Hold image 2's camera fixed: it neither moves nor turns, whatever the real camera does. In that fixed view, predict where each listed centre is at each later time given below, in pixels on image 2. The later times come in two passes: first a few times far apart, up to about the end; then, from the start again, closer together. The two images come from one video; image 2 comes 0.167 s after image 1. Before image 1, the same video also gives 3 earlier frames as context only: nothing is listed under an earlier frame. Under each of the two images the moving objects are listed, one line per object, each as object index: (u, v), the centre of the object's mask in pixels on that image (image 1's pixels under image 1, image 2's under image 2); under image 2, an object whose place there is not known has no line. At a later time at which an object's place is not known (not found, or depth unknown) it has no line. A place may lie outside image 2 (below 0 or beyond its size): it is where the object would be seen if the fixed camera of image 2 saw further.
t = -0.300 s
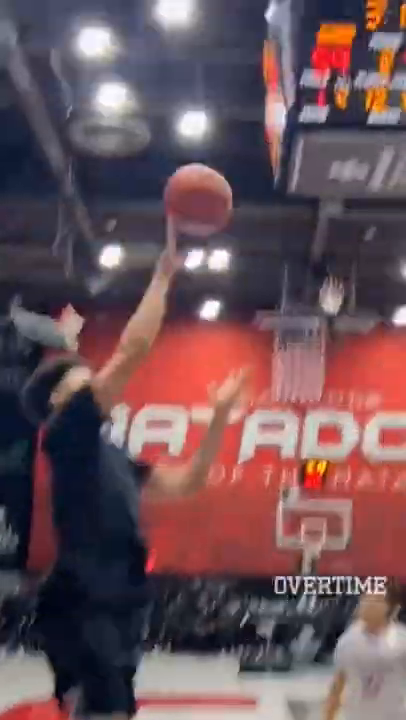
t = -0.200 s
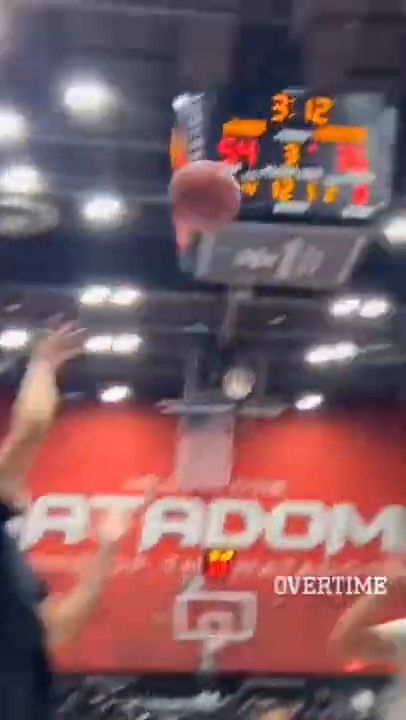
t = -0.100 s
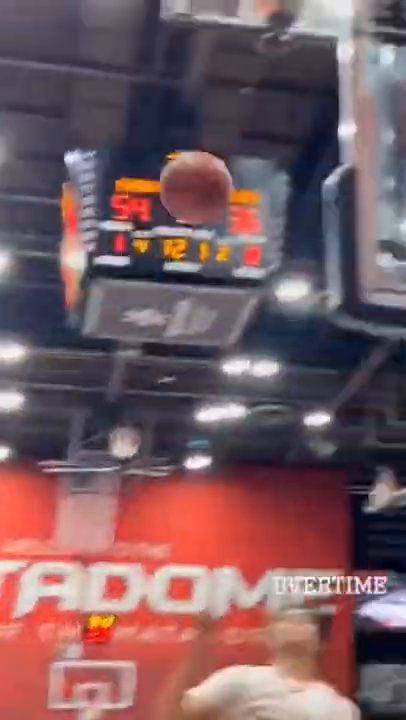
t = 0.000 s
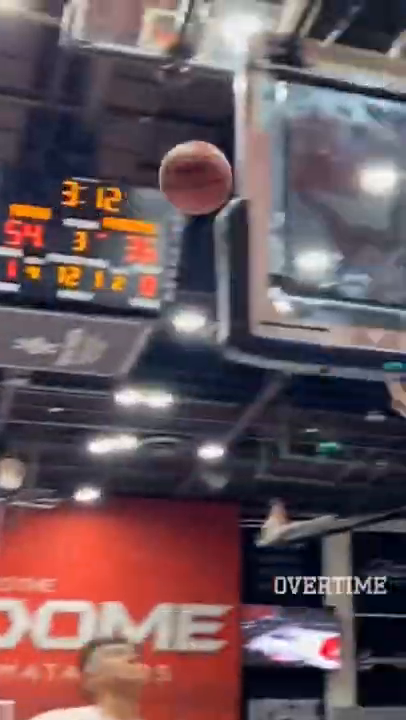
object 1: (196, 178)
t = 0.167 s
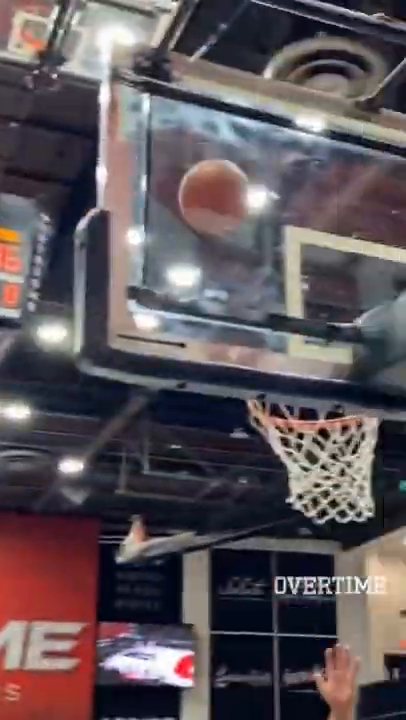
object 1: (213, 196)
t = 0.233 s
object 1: (232, 239)
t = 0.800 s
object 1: (295, 435)
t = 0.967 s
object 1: (309, 494)
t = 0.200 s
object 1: (222, 215)
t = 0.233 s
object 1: (232, 239)
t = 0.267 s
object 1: (242, 257)
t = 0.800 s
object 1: (295, 435)
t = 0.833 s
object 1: (293, 453)
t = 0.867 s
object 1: (294, 468)
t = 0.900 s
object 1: (295, 476)
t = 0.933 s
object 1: (301, 484)
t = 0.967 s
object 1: (309, 494)
